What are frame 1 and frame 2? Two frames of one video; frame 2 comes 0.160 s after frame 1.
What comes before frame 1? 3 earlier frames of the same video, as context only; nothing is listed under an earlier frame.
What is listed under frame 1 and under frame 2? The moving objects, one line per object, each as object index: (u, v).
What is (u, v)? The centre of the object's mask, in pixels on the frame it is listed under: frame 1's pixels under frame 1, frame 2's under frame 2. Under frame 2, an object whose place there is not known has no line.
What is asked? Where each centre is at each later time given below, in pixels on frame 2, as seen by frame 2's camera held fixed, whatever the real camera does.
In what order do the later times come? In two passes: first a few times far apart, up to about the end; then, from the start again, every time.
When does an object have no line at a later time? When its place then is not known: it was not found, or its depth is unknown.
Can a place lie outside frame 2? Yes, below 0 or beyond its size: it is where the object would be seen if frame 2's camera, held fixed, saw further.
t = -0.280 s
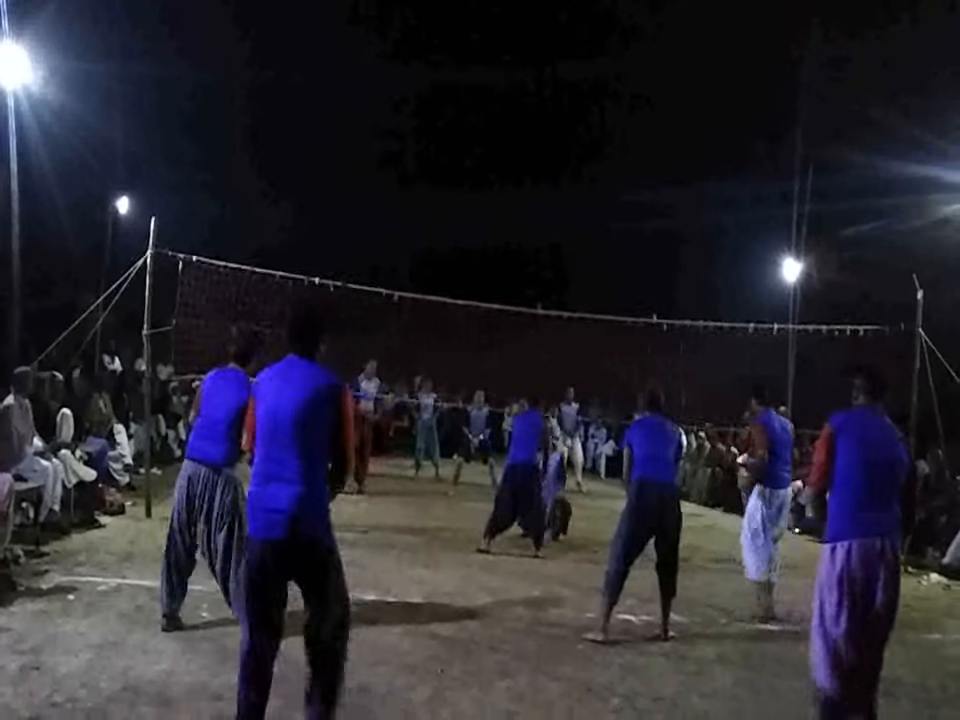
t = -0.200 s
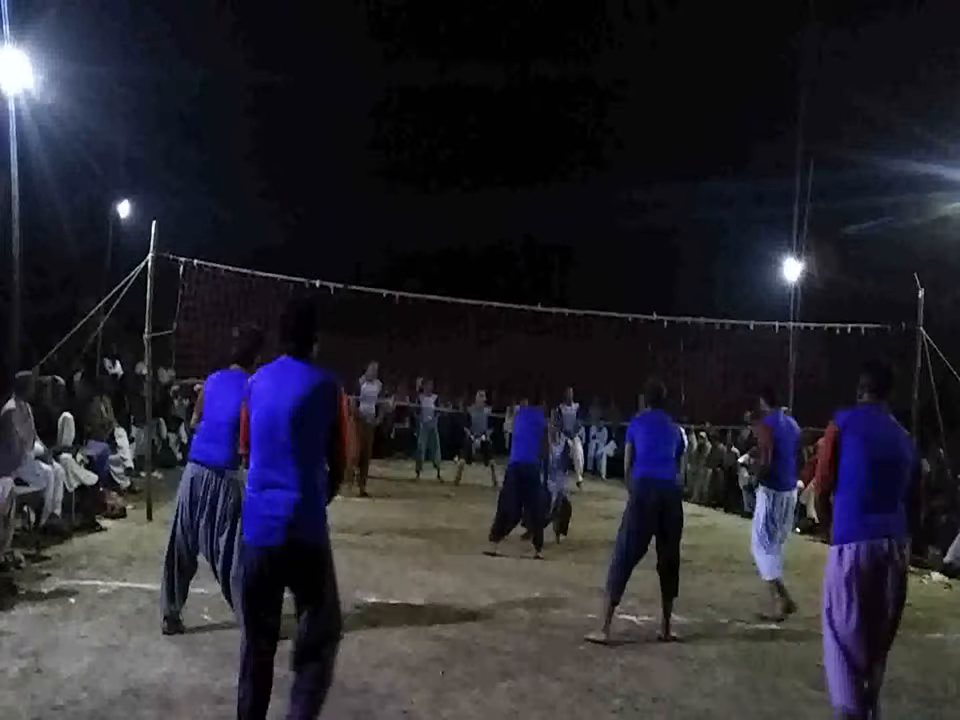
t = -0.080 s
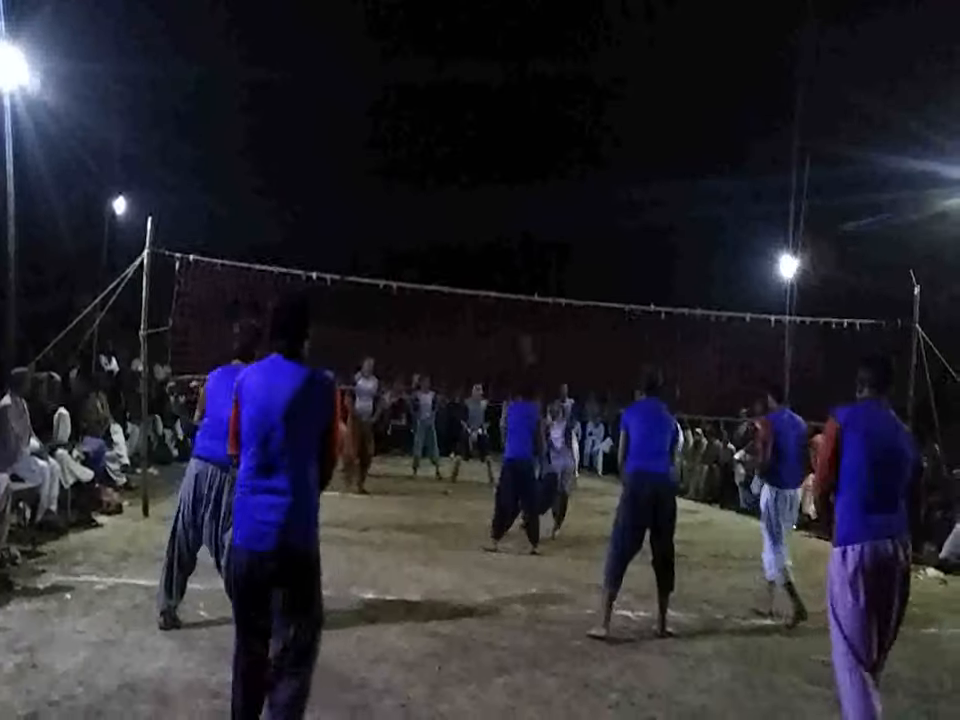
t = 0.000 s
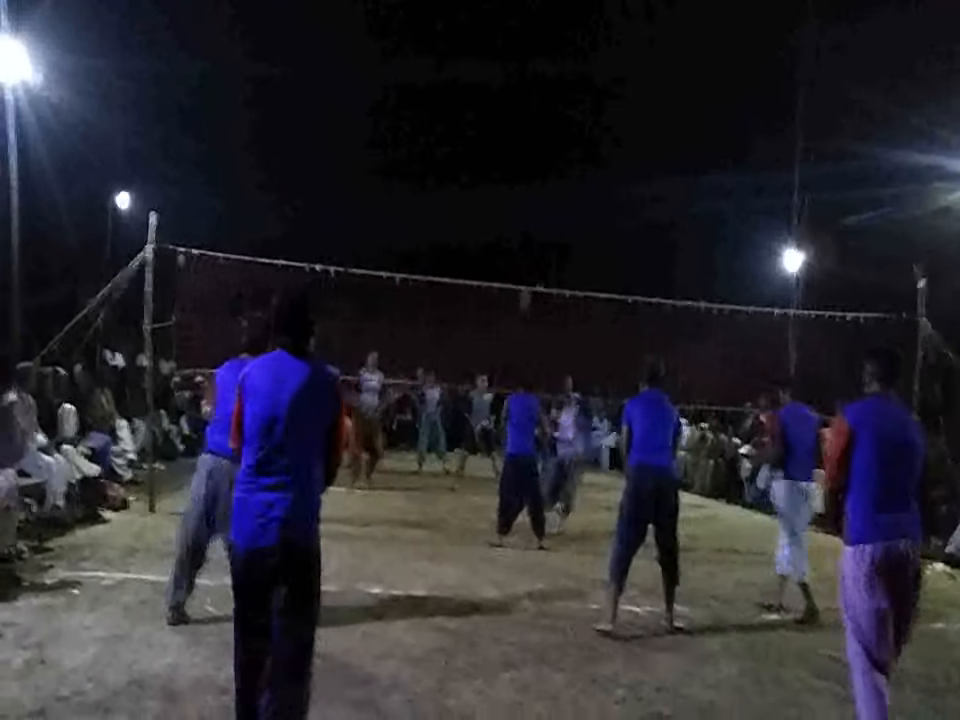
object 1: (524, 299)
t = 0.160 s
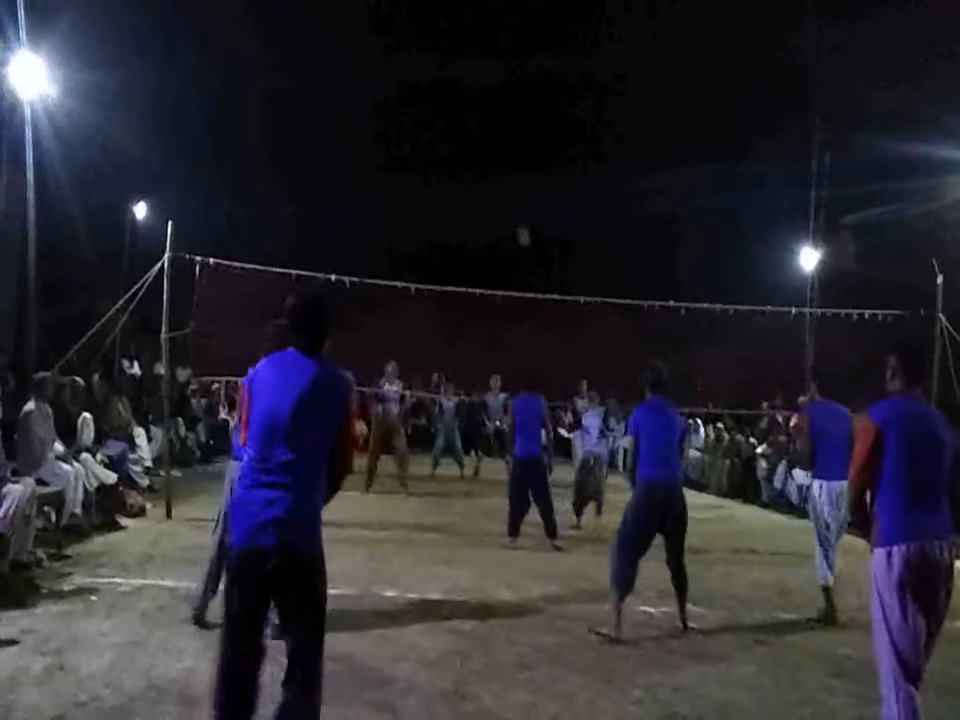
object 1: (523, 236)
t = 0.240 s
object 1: (515, 211)
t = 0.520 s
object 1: (486, 174)
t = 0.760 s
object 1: (459, 199)
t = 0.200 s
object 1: (520, 223)
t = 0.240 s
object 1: (515, 211)
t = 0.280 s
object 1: (511, 201)
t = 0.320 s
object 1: (507, 192)
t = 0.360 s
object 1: (502, 185)
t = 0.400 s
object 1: (498, 181)
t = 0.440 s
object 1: (494, 177)
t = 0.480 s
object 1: (490, 175)
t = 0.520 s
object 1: (486, 174)
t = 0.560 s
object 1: (482, 175)
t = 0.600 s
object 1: (476, 176)
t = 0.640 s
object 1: (472, 180)
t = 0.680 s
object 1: (468, 186)
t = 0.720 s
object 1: (464, 191)
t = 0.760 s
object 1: (459, 199)
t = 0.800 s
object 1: (455, 210)
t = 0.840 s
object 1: (451, 220)
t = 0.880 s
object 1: (446, 232)
